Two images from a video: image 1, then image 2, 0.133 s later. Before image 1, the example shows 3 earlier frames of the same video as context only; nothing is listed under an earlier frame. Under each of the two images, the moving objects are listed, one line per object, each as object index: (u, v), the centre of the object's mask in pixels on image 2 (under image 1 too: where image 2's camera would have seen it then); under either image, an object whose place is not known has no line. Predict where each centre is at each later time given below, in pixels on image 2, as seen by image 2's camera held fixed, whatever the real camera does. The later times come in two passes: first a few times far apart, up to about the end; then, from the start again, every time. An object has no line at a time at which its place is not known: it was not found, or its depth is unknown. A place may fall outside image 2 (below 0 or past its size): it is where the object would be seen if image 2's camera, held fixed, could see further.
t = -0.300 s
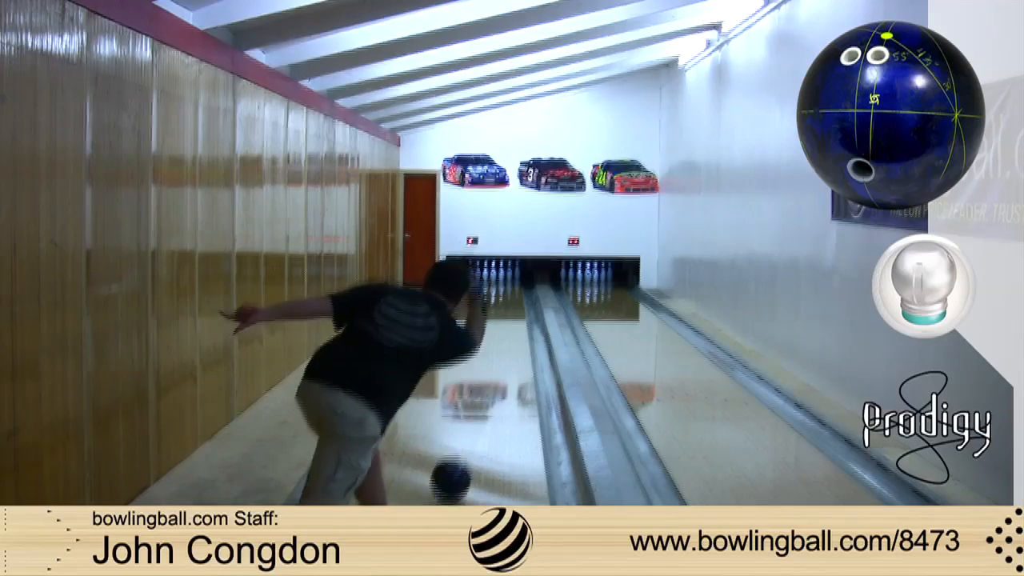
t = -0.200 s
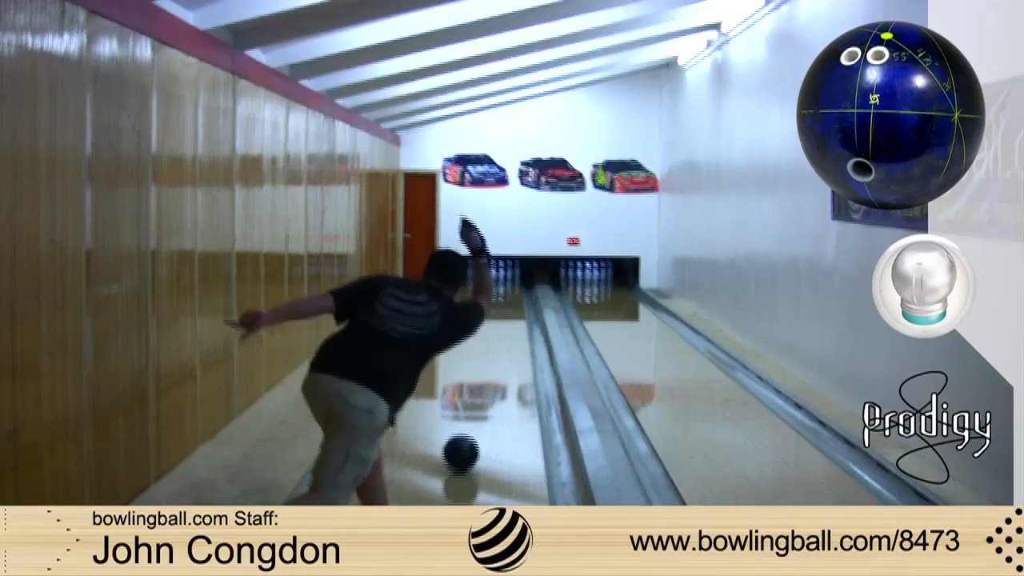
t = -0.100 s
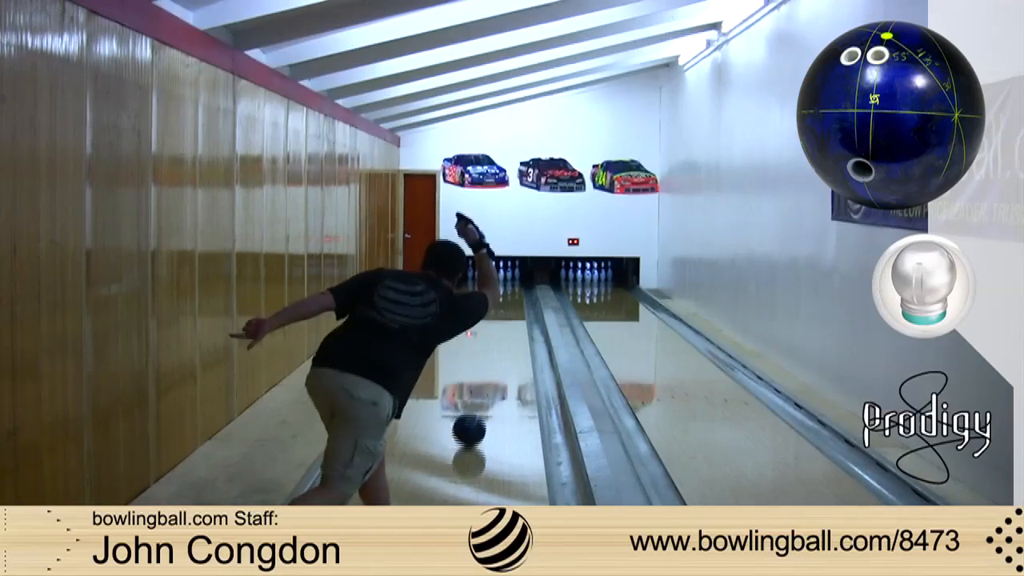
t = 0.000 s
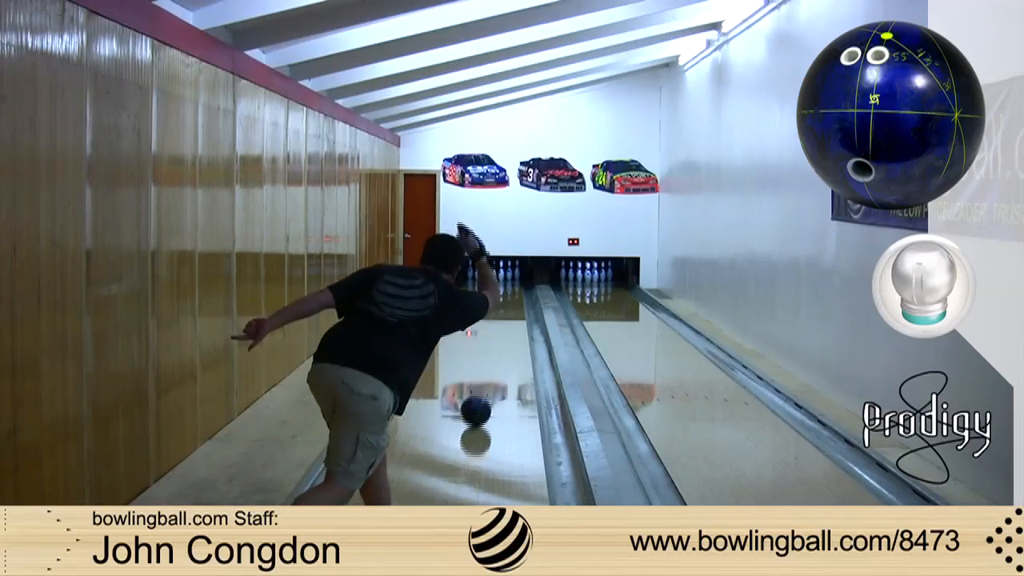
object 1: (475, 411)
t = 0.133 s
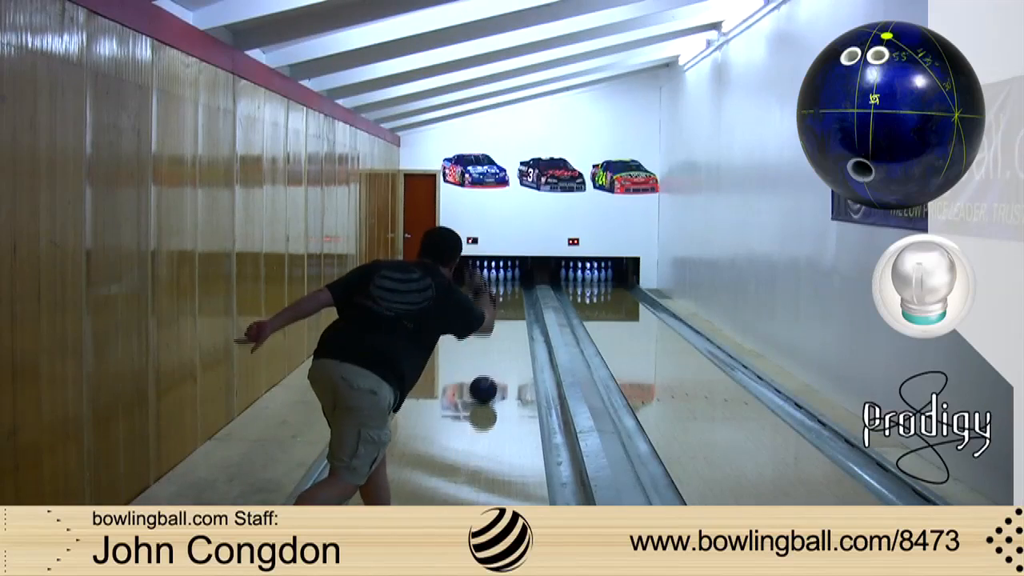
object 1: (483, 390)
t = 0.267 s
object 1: (489, 372)
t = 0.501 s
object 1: (496, 349)
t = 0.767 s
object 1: (502, 329)
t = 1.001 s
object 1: (505, 315)
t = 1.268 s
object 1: (507, 303)
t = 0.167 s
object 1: (484, 385)
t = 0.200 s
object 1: (486, 381)
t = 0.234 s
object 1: (487, 377)
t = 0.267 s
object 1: (489, 372)
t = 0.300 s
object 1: (490, 368)
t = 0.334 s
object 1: (491, 365)
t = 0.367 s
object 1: (492, 361)
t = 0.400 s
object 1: (493, 358)
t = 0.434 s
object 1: (494, 355)
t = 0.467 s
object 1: (495, 351)
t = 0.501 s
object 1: (496, 349)
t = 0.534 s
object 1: (497, 346)
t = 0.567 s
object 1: (498, 343)
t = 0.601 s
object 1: (499, 340)
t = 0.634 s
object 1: (499, 338)
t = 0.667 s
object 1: (500, 335)
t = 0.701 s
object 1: (501, 333)
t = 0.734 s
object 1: (501, 330)
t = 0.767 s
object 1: (502, 329)
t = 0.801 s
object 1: (503, 326)
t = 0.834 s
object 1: (503, 324)
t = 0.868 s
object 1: (504, 322)
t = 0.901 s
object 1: (504, 320)
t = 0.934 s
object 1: (505, 318)
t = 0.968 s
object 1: (505, 317)
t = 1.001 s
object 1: (505, 315)
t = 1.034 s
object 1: (506, 313)
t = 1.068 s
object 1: (506, 312)
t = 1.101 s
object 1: (506, 310)
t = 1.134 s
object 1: (507, 309)
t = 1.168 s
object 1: (507, 307)
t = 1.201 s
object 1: (507, 306)
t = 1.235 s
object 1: (507, 304)
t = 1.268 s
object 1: (507, 303)
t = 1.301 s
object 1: (507, 302)
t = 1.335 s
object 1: (508, 300)
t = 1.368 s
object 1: (508, 299)
